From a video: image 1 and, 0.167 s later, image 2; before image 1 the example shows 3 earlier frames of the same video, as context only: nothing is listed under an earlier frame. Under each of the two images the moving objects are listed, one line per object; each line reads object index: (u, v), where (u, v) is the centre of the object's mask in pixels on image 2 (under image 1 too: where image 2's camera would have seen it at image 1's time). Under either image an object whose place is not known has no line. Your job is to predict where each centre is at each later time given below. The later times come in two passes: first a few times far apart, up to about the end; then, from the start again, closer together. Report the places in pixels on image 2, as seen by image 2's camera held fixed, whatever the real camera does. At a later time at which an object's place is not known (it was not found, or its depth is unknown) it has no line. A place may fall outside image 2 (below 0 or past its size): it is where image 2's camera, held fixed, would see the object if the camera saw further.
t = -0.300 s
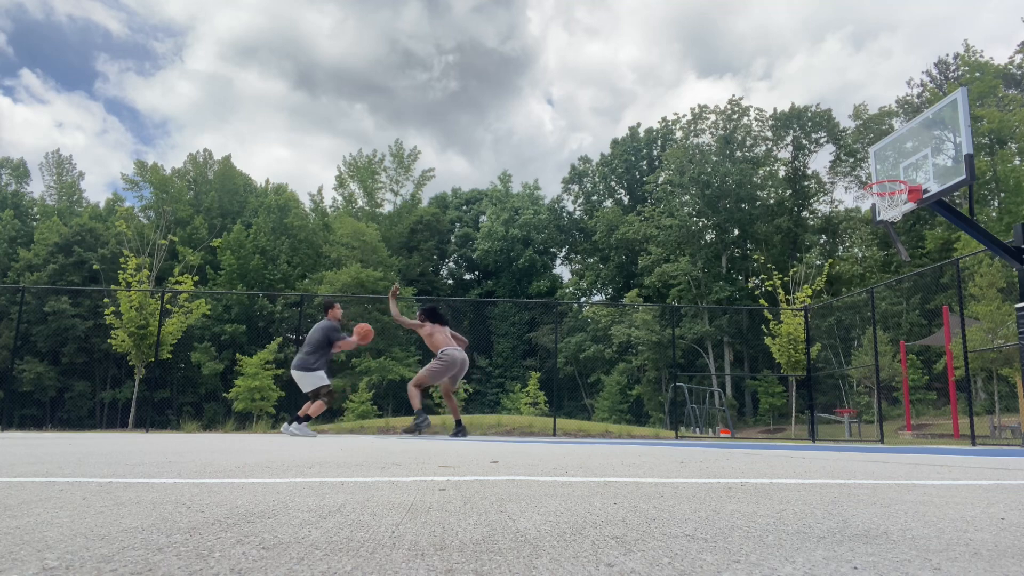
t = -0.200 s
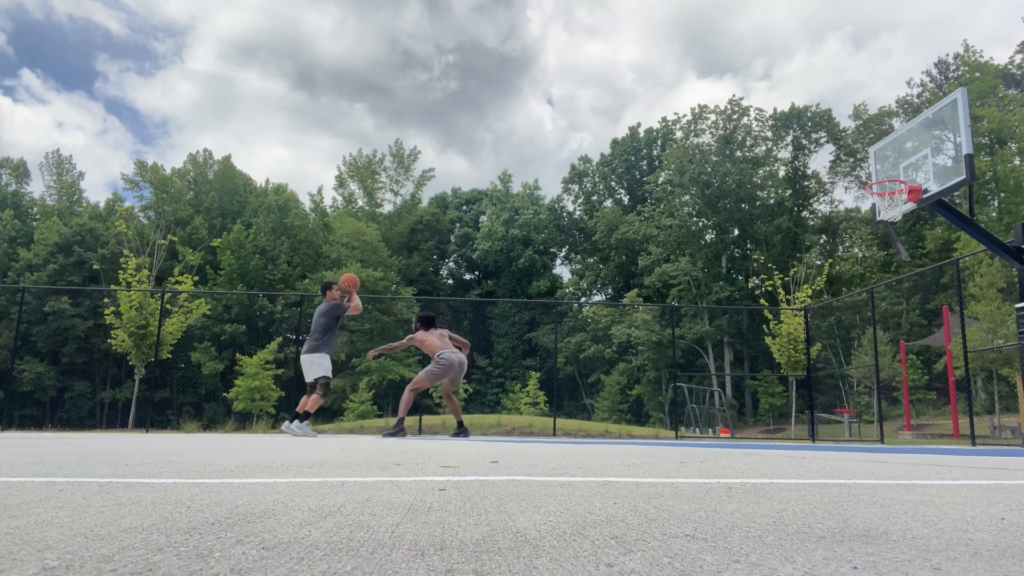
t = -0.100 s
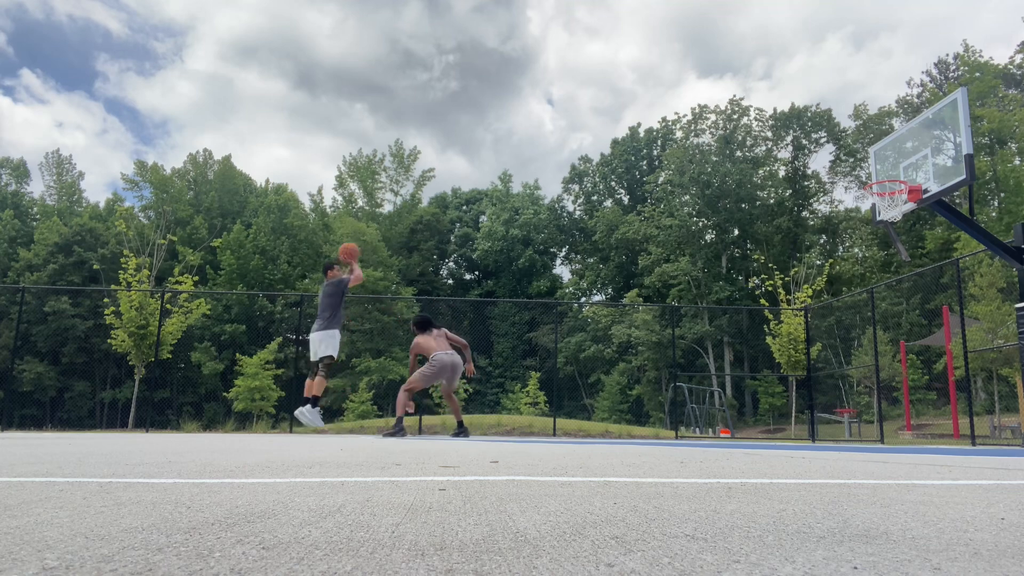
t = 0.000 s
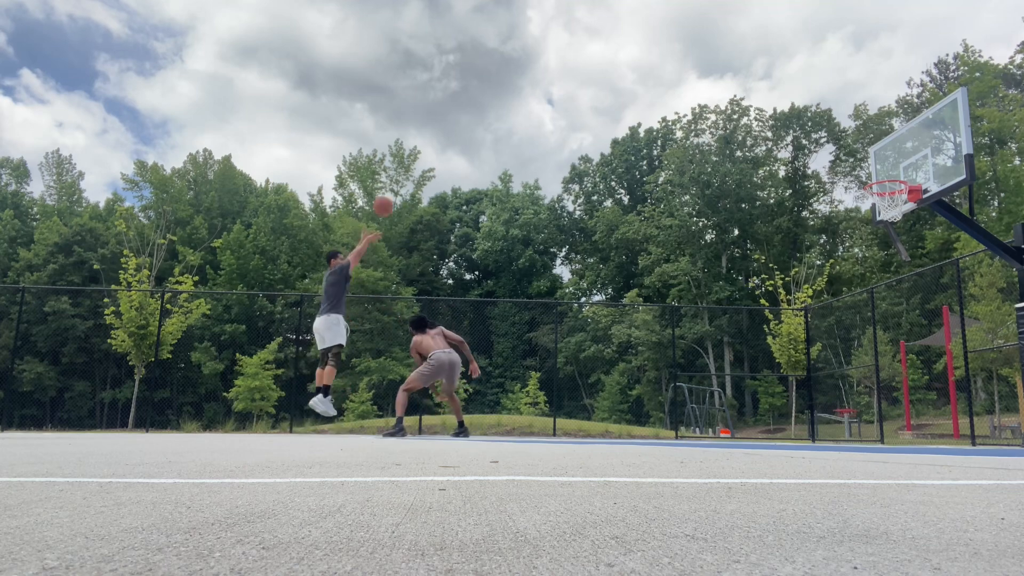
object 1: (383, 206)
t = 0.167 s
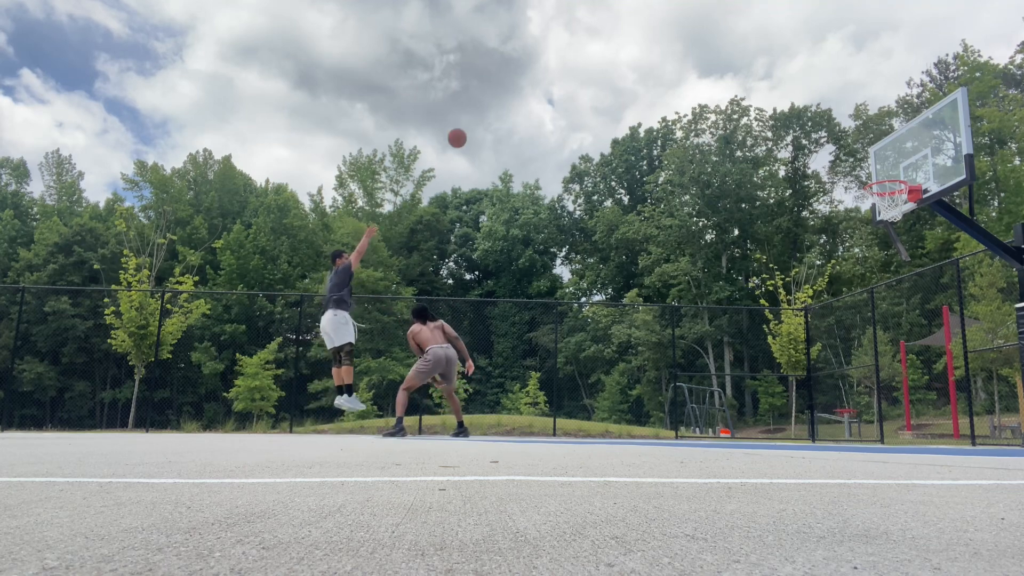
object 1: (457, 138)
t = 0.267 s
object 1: (499, 108)
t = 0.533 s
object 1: (605, 65)
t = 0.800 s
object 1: (708, 73)
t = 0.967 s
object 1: (773, 104)
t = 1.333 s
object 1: (903, 171)
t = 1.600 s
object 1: (920, 125)
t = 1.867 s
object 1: (928, 132)
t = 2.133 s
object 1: (942, 203)
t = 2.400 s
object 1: (964, 352)
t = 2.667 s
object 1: (991, 340)
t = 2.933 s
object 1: (1016, 237)
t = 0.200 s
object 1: (471, 127)
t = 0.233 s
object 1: (485, 117)
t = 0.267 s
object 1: (499, 108)
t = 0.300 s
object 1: (513, 100)
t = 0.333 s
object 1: (526, 92)
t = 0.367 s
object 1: (540, 86)
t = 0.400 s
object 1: (553, 80)
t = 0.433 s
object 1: (566, 75)
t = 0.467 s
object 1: (579, 71)
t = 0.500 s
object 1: (592, 68)
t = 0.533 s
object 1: (605, 65)
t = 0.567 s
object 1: (618, 64)
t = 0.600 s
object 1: (631, 63)
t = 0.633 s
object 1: (644, 62)
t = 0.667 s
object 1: (657, 63)
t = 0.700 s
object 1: (670, 64)
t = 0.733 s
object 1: (683, 67)
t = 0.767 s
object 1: (695, 69)
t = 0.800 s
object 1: (708, 73)
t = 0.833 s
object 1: (721, 78)
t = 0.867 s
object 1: (734, 83)
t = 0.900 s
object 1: (747, 89)
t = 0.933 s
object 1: (760, 96)
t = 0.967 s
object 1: (773, 104)
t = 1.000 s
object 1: (785, 112)
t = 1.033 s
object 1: (799, 121)
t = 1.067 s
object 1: (812, 131)
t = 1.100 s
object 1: (826, 142)
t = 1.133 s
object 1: (839, 154)
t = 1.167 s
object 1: (853, 166)
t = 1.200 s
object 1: (866, 178)
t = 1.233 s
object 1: (878, 181)
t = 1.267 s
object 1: (888, 177)
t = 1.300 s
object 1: (898, 178)
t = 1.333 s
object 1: (903, 171)
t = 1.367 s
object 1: (907, 163)
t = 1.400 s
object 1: (912, 155)
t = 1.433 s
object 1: (916, 149)
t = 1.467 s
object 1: (917, 142)
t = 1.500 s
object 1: (918, 137)
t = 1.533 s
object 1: (919, 132)
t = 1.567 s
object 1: (919, 129)
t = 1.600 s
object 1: (920, 125)
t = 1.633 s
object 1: (920, 122)
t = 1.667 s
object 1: (921, 121)
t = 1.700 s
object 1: (922, 121)
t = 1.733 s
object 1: (923, 121)
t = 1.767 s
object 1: (924, 122)
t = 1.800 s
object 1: (926, 125)
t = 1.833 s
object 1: (927, 128)
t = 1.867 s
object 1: (928, 132)
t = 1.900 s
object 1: (930, 137)
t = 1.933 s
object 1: (931, 143)
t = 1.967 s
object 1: (933, 151)
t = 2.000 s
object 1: (934, 159)
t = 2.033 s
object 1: (936, 168)
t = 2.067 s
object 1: (939, 178)
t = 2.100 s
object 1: (941, 191)
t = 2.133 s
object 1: (942, 203)
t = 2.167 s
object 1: (945, 217)
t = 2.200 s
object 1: (947, 232)
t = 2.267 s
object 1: (952, 266)
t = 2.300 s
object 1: (954, 285)
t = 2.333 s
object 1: (958, 306)
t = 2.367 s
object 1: (960, 328)
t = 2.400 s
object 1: (964, 352)
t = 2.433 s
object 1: (967, 378)
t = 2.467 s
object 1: (970, 405)
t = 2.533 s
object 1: (978, 419)
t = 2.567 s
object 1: (981, 398)
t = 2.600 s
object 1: (985, 377)
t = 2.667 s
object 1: (991, 340)
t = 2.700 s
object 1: (995, 322)
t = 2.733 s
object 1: (999, 306)
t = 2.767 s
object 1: (1002, 292)
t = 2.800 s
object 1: (1006, 279)
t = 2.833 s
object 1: (1010, 266)
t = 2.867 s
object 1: (1012, 255)
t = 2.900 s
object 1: (1014, 245)
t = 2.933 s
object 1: (1016, 237)
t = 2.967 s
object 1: (1018, 229)
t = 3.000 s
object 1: (1020, 223)
